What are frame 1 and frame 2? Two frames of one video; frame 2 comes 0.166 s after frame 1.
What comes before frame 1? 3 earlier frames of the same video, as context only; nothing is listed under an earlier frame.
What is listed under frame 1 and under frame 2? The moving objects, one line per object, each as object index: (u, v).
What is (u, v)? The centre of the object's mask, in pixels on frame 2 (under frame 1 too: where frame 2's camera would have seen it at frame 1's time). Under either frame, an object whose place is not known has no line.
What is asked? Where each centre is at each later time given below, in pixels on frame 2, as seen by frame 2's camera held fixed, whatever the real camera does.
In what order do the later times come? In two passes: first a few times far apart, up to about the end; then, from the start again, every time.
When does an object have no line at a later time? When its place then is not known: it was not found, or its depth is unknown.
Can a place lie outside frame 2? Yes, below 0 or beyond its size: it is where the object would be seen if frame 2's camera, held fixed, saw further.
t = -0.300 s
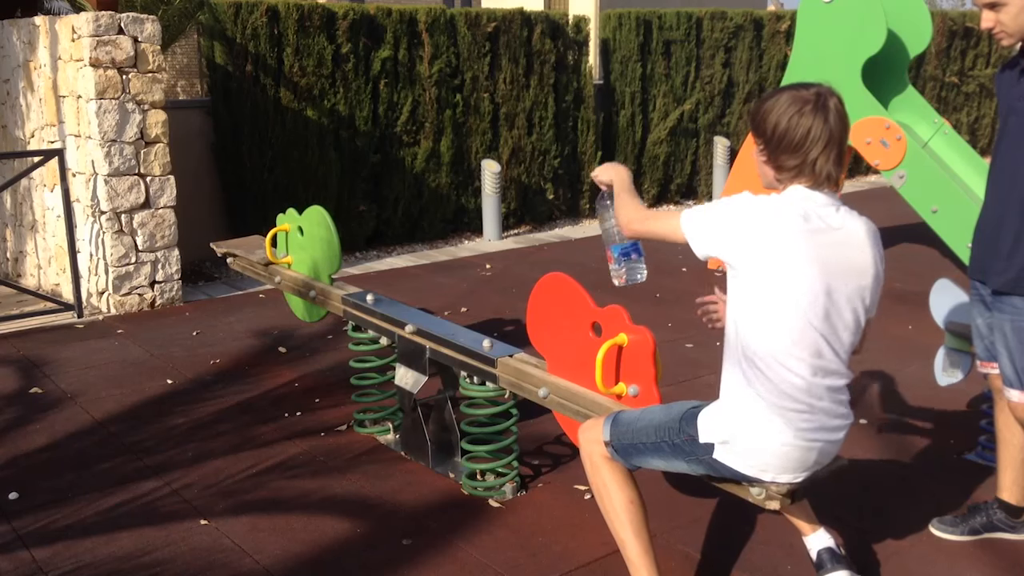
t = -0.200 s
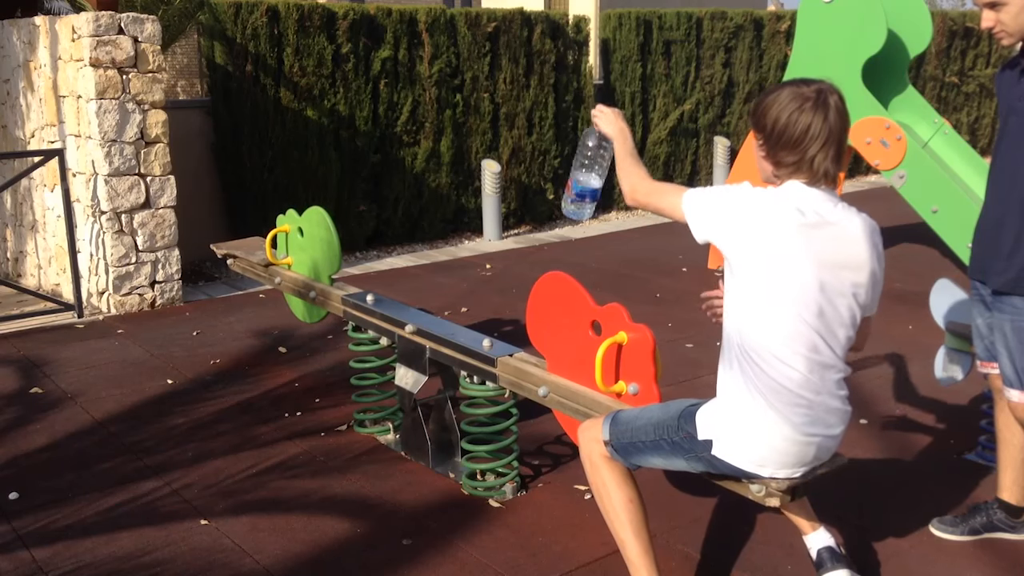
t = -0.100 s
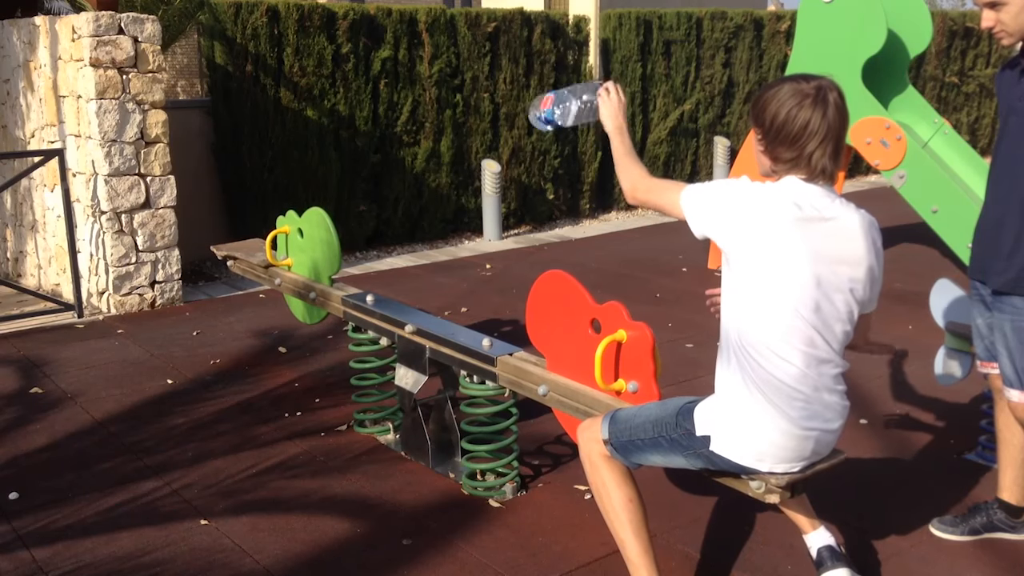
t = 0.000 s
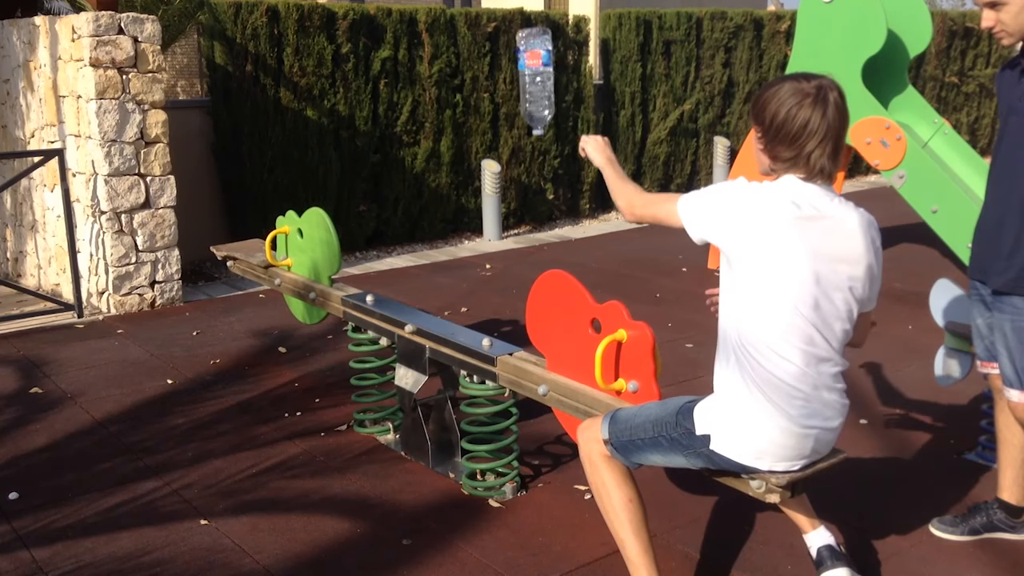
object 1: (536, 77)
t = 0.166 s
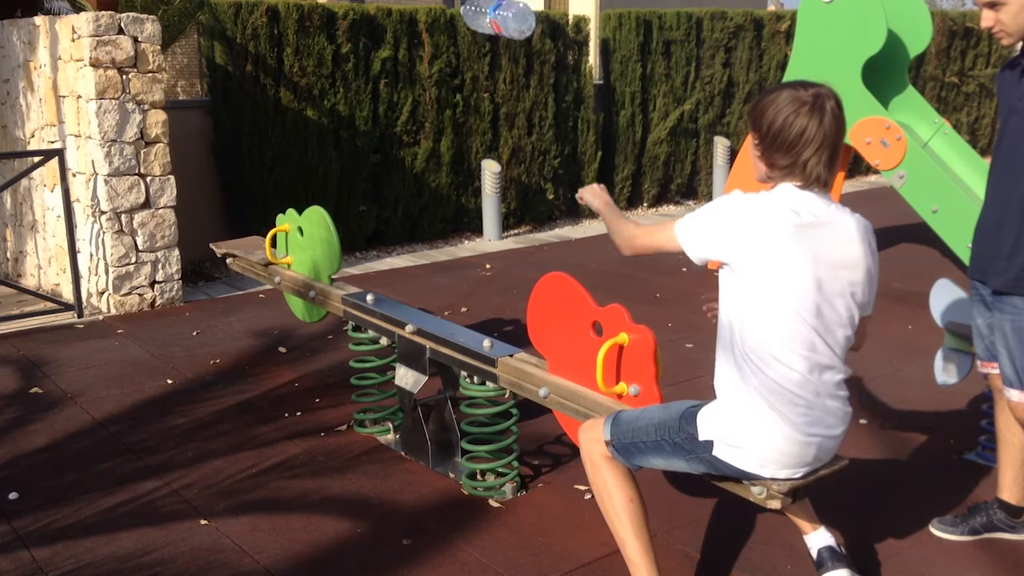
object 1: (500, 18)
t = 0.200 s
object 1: (497, 21)
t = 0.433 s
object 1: (471, 146)
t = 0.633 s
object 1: (464, 293)
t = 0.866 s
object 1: (458, 292)
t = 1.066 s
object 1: (458, 292)
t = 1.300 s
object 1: (458, 292)
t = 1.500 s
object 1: (458, 292)
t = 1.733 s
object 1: (458, 292)
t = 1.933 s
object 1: (457, 292)
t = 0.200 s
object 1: (497, 21)
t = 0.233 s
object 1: (493, 28)
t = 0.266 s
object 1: (488, 37)
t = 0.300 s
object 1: (484, 52)
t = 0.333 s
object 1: (481, 71)
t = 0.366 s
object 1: (478, 93)
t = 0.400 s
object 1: (475, 119)
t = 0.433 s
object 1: (471, 146)
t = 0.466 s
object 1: (470, 180)
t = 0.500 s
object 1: (468, 216)
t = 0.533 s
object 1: (466, 255)
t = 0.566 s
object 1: (463, 295)
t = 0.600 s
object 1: (464, 293)
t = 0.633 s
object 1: (464, 293)
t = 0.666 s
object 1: (463, 292)
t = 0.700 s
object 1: (462, 292)
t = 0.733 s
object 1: (461, 292)
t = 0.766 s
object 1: (459, 292)
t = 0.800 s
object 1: (458, 292)
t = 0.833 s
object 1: (458, 292)
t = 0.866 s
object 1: (458, 292)
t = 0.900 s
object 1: (458, 292)
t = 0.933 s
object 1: (458, 292)
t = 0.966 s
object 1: (457, 292)
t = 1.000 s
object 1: (458, 292)
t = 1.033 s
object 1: (458, 292)
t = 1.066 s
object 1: (458, 292)
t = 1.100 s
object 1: (458, 292)
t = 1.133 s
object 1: (458, 292)
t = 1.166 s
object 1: (458, 293)
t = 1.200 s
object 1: (458, 292)
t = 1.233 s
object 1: (458, 293)
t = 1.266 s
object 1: (458, 292)
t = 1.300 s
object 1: (458, 292)
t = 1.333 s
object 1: (458, 292)
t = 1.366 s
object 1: (458, 292)
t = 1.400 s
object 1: (458, 292)
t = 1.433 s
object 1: (458, 292)
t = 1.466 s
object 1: (458, 292)
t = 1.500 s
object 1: (458, 292)
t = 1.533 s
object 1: (458, 292)
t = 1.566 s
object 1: (458, 292)
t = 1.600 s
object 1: (458, 292)
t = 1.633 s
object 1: (458, 292)
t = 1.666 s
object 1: (458, 292)
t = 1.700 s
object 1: (458, 292)
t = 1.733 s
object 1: (458, 292)
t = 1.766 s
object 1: (457, 292)
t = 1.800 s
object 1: (457, 292)
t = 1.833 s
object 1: (457, 291)
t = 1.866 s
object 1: (457, 291)
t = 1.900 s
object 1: (457, 292)
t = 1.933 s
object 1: (457, 292)
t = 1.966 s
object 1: (457, 291)
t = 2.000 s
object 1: (457, 292)
